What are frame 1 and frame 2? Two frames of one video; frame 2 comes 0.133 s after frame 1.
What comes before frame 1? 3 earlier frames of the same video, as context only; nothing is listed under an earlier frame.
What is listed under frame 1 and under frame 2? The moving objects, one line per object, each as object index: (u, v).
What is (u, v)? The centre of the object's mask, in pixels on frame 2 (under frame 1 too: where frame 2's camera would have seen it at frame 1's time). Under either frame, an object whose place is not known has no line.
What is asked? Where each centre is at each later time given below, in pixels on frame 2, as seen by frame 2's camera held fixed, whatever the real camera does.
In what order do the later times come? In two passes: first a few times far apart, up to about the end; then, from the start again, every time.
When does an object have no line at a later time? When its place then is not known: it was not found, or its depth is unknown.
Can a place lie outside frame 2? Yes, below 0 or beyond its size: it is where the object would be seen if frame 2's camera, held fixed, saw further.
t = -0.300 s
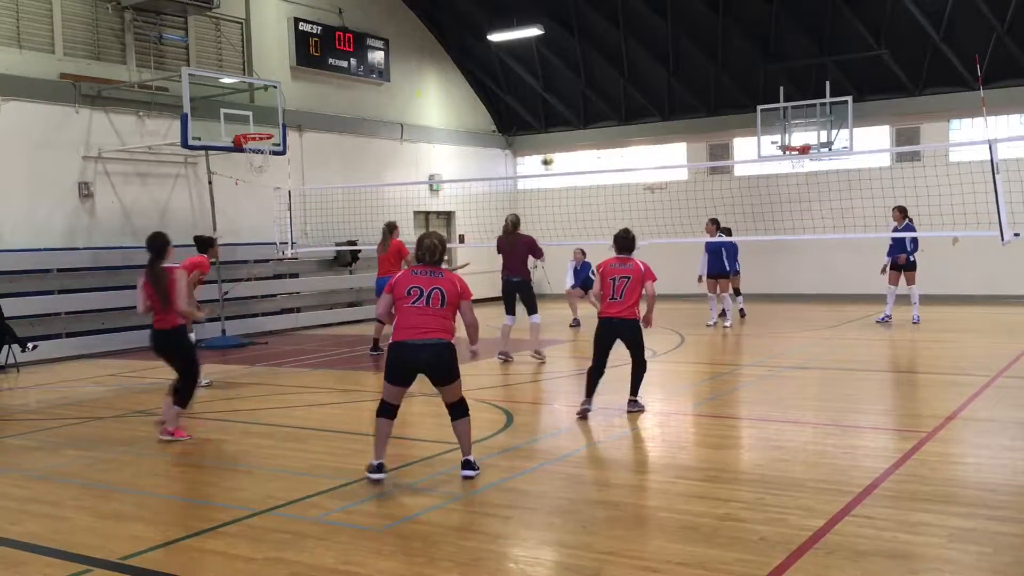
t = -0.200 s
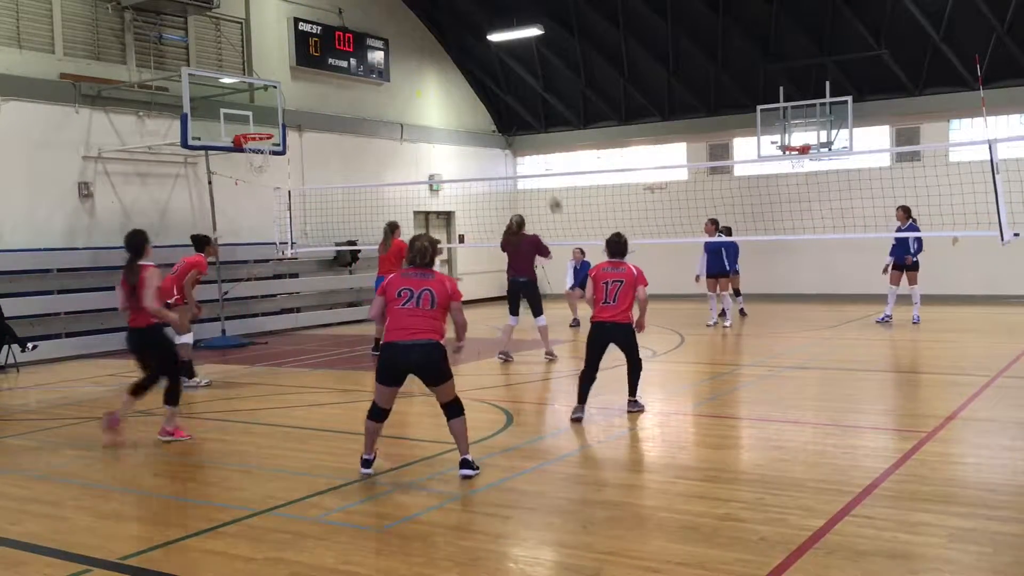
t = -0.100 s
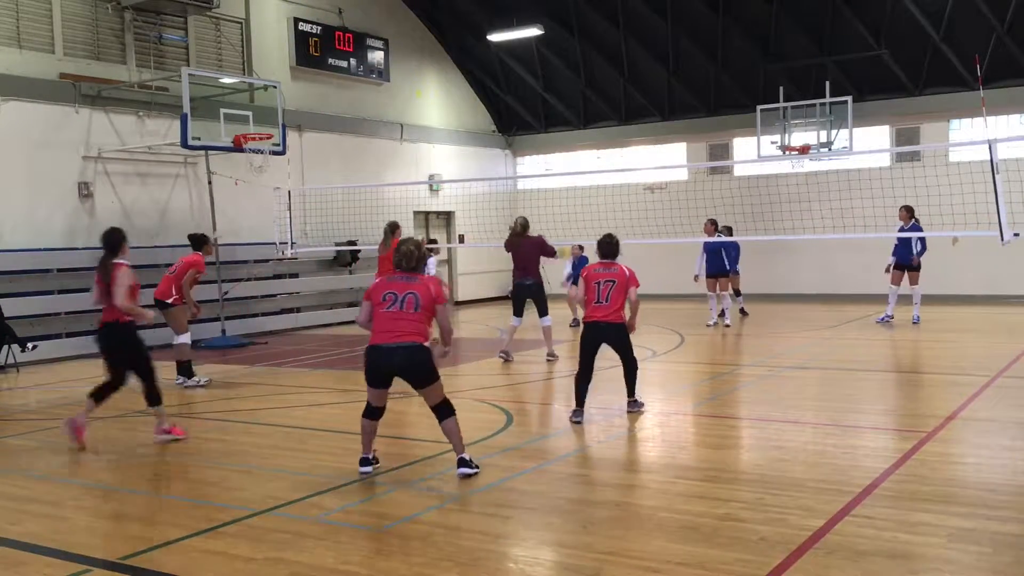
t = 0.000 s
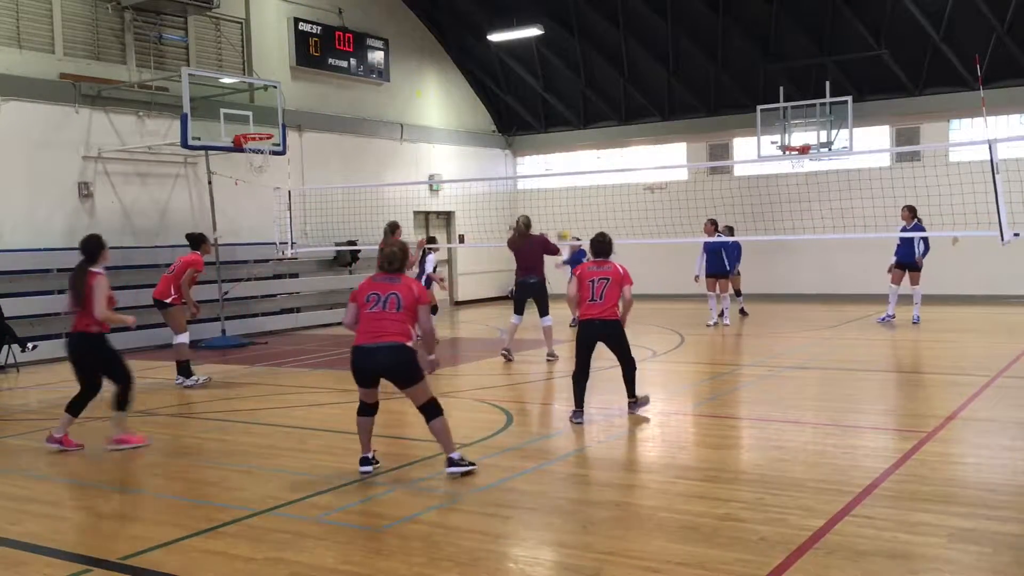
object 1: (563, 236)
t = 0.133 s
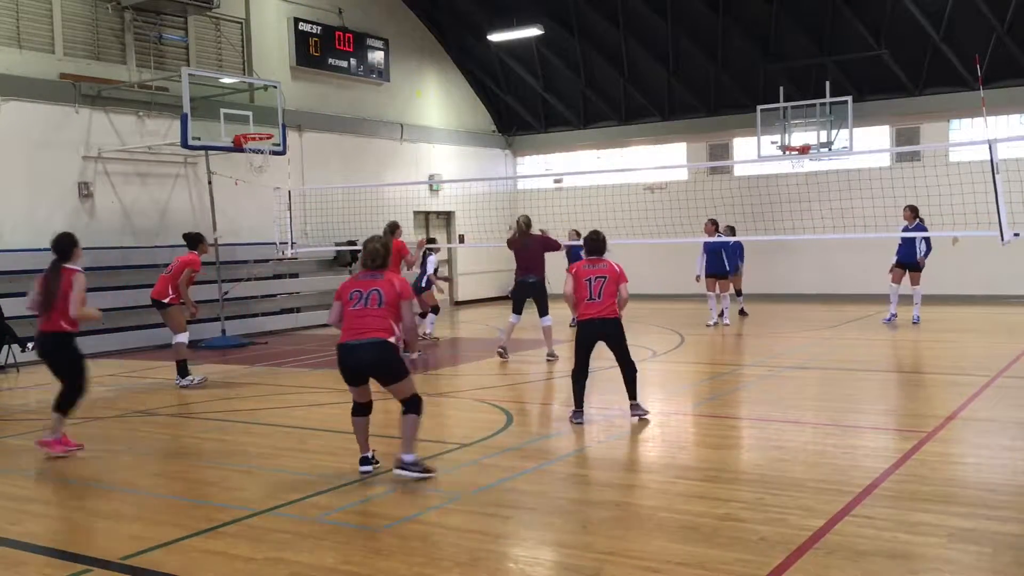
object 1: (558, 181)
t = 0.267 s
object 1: (552, 135)
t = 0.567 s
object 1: (540, 74)
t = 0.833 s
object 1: (530, 68)
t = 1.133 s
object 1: (521, 123)
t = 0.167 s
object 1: (556, 169)
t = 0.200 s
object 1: (555, 157)
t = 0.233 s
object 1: (552, 145)
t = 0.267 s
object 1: (552, 135)
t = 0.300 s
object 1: (550, 126)
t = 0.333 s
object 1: (549, 117)
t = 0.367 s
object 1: (548, 109)
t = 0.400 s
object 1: (547, 102)
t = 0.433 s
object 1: (545, 95)
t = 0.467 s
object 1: (544, 88)
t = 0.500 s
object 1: (542, 83)
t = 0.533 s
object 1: (541, 78)
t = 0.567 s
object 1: (540, 74)
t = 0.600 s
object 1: (539, 71)
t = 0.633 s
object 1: (537, 68)
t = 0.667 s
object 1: (536, 67)
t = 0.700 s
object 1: (535, 66)
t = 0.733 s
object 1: (533, 65)
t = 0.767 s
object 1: (532, 65)
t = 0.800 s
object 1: (531, 66)
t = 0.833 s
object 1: (530, 68)
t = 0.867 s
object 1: (529, 71)
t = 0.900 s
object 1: (528, 75)
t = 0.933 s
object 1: (527, 80)
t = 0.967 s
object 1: (526, 85)
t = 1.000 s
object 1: (524, 92)
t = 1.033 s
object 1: (524, 98)
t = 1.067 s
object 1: (522, 106)
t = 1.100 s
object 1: (521, 114)
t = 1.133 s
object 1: (521, 123)
